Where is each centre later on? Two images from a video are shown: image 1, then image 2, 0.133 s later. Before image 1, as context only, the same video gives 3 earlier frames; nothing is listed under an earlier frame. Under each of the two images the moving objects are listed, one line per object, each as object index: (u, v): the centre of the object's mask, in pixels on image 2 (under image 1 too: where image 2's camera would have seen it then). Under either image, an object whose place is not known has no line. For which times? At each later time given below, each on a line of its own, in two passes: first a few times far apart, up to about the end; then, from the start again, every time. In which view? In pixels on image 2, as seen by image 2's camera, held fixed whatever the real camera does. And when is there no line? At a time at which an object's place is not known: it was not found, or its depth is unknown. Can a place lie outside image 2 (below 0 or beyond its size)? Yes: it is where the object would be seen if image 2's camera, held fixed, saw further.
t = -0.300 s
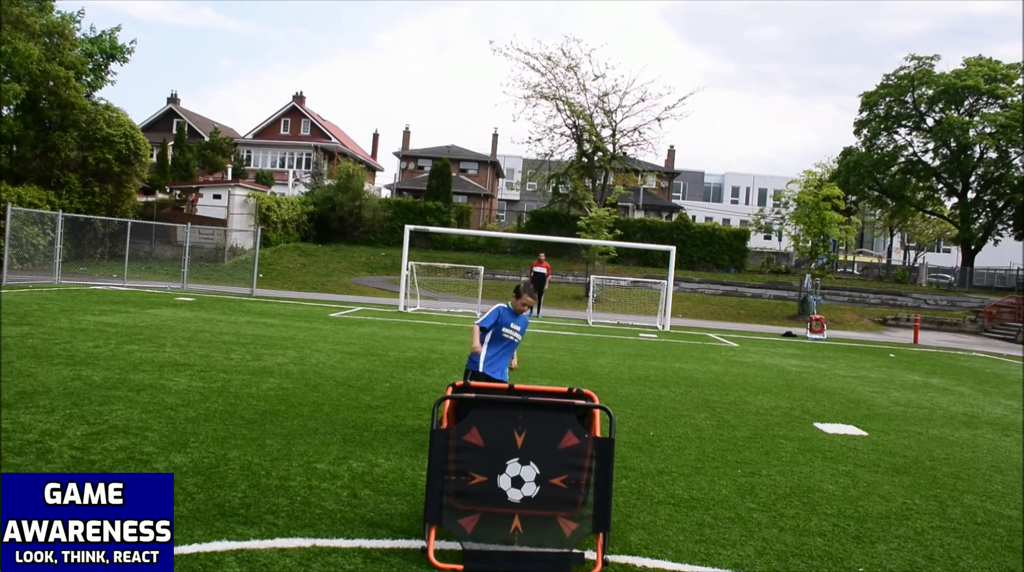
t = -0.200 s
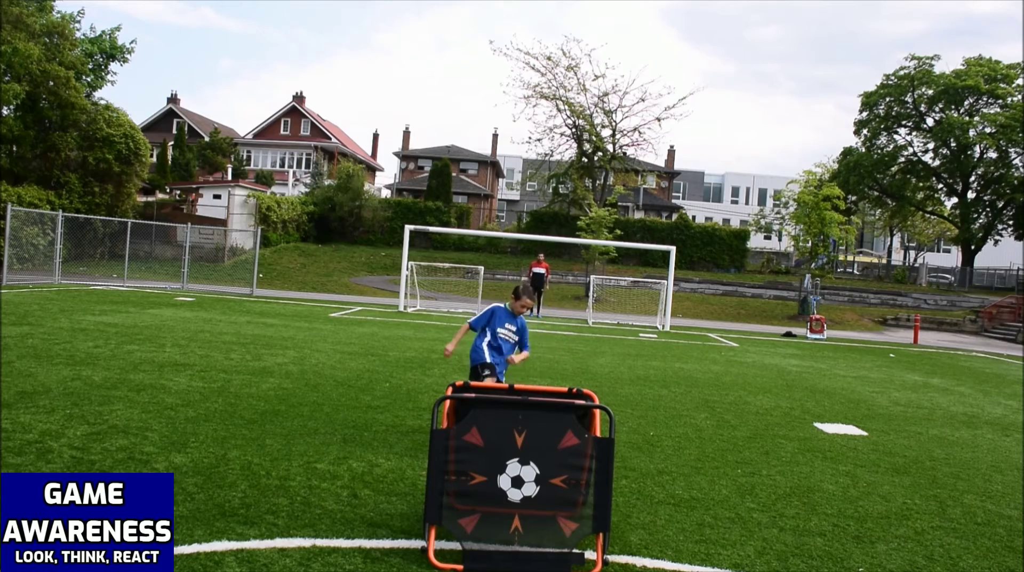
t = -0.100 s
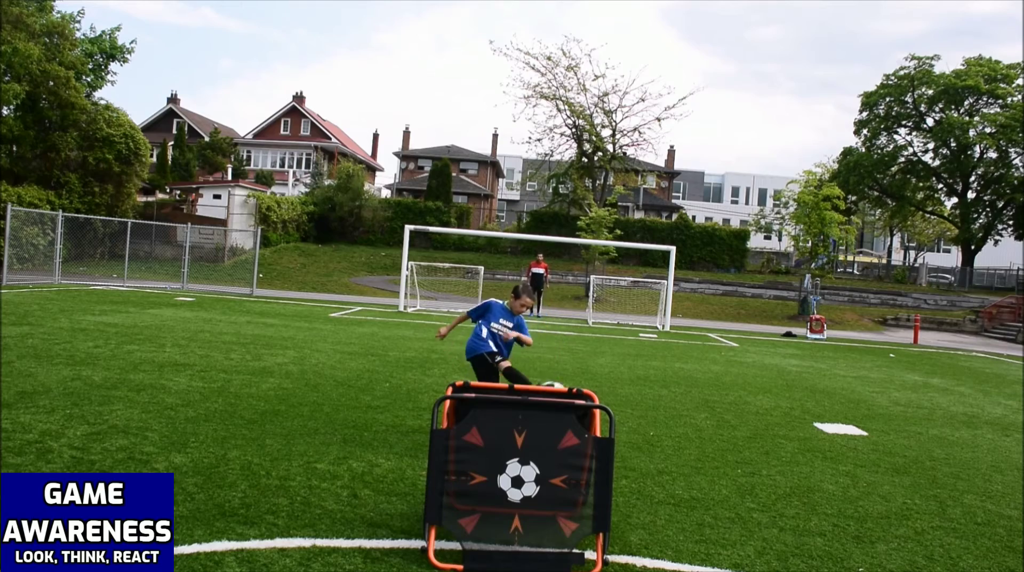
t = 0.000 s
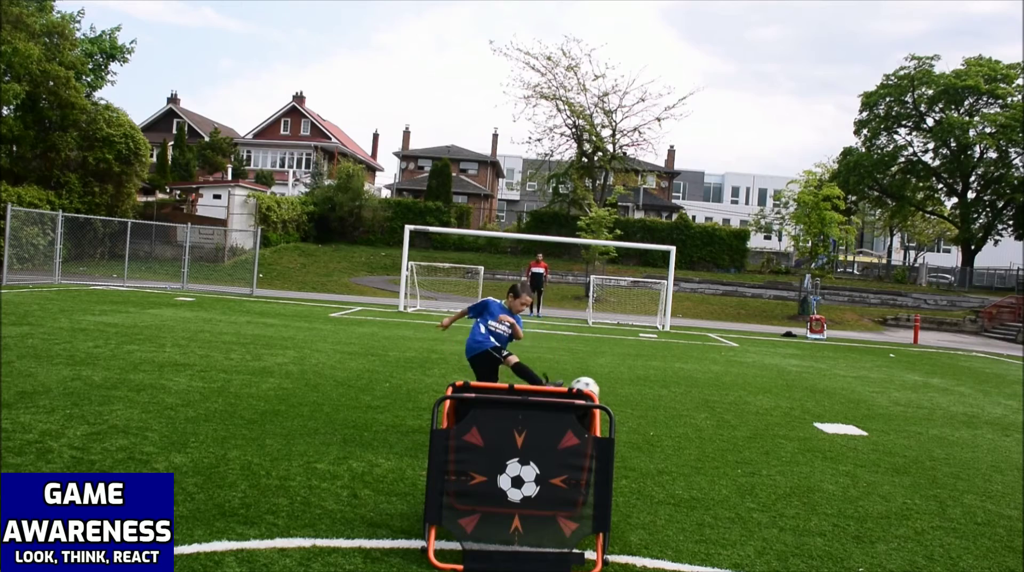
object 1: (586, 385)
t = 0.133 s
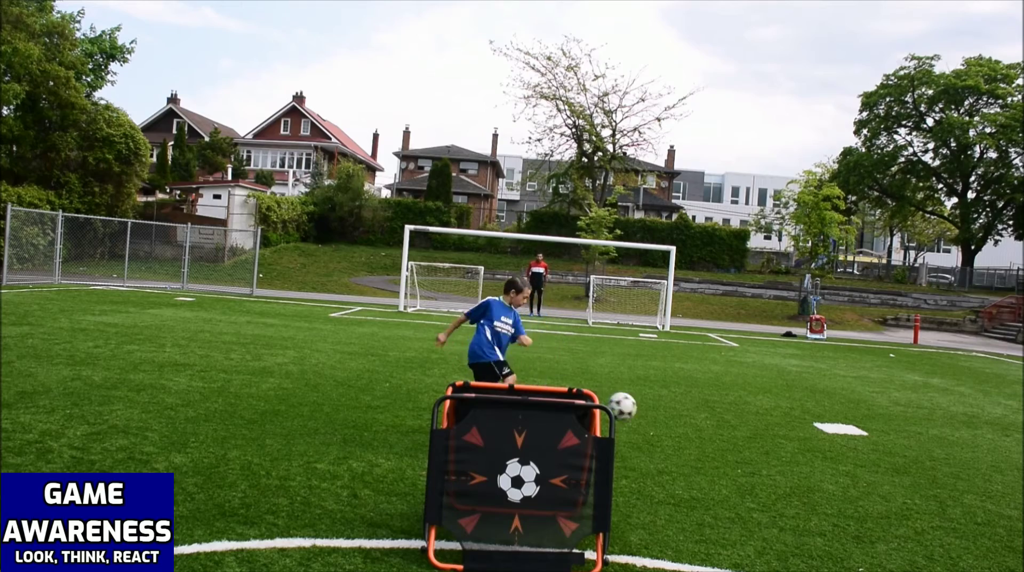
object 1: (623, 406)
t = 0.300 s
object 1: (661, 420)
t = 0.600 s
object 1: (711, 413)
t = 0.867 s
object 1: (751, 411)
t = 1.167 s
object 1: (788, 413)
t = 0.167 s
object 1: (631, 413)
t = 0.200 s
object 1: (639, 421)
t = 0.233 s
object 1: (646, 431)
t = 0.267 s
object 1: (654, 428)
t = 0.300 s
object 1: (661, 420)
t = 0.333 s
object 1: (667, 414)
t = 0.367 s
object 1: (673, 409)
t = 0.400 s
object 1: (679, 405)
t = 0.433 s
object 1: (685, 403)
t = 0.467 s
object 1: (691, 402)
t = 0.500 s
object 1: (696, 403)
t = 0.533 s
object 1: (702, 405)
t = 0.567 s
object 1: (706, 408)
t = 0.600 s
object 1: (711, 413)
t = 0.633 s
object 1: (715, 419)
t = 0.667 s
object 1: (720, 425)
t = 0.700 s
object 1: (725, 420)
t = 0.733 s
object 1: (731, 415)
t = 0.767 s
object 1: (736, 412)
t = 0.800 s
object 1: (741, 410)
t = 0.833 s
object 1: (746, 410)
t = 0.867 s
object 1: (751, 411)
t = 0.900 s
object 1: (755, 413)
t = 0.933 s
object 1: (759, 416)
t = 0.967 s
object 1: (764, 417)
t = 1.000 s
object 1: (768, 414)
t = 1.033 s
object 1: (773, 412)
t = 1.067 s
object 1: (777, 411)
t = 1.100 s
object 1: (780, 411)
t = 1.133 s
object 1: (784, 413)
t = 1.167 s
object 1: (788, 413)
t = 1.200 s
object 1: (792, 411)
